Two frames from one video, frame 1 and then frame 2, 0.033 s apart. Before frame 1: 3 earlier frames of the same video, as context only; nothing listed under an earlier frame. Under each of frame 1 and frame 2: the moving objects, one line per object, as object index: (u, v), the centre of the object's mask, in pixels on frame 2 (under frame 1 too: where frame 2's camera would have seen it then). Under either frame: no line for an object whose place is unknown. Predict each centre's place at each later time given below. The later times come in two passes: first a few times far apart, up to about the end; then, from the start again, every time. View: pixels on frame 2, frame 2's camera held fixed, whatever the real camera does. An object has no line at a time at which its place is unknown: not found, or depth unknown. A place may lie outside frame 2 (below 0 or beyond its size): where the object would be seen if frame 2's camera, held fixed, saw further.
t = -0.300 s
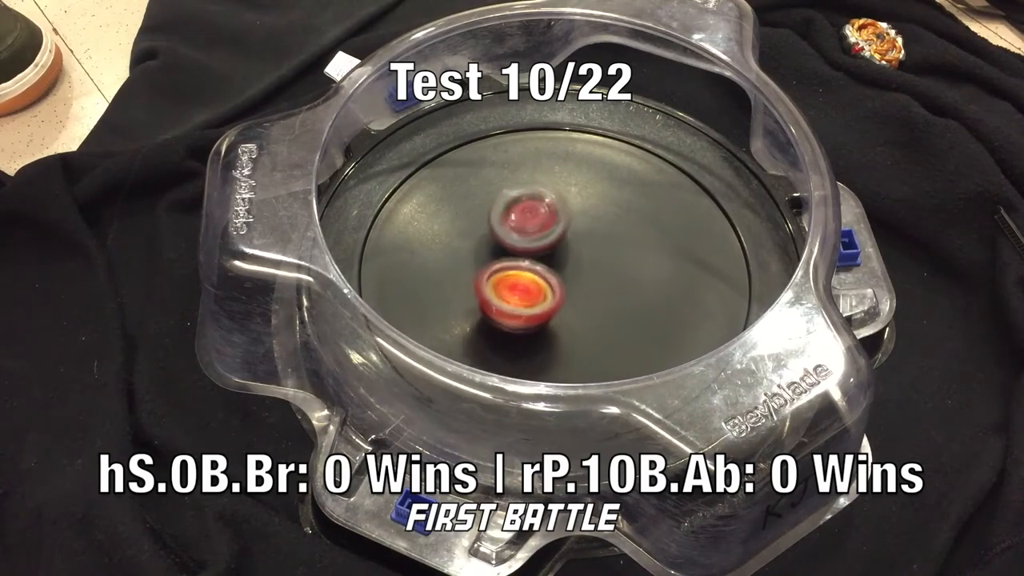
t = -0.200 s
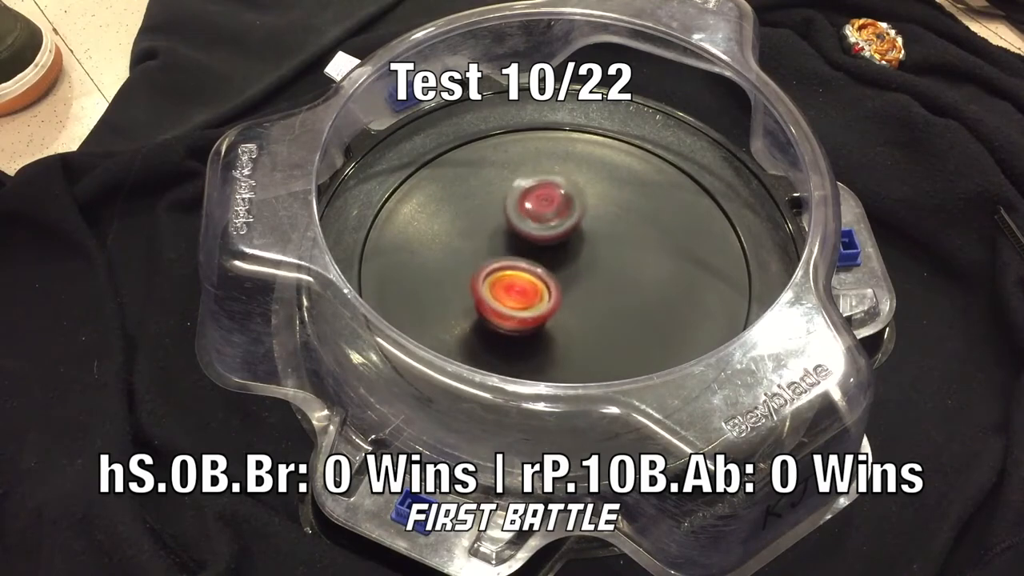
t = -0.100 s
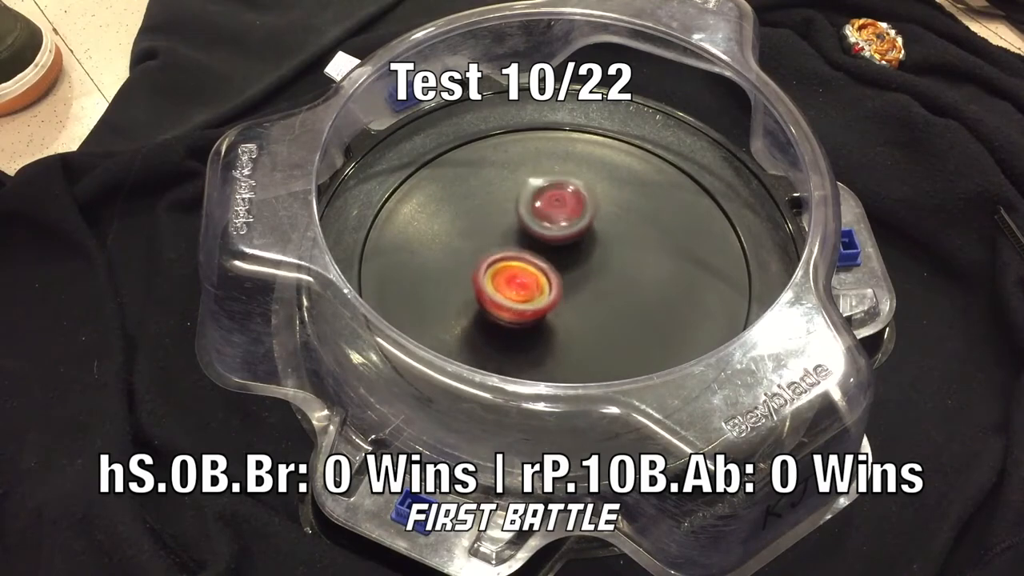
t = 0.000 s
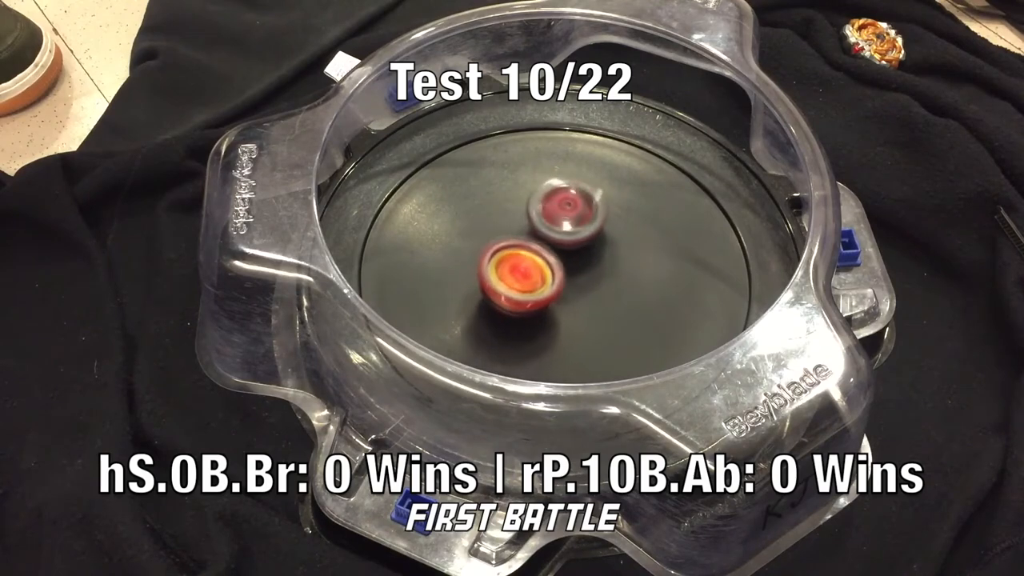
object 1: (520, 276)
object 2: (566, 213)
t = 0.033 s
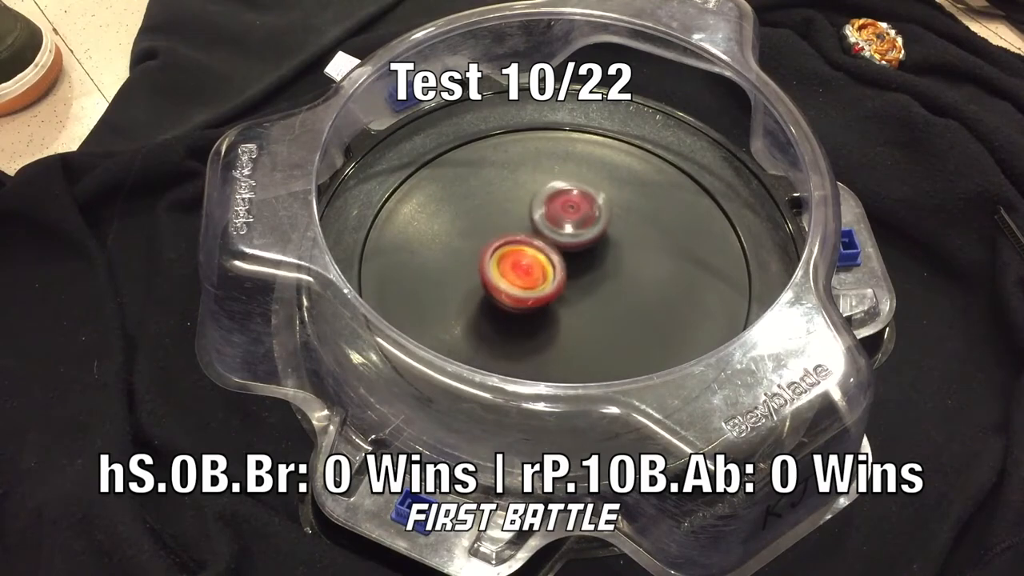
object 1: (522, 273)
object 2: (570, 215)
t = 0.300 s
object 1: (523, 269)
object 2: (595, 227)
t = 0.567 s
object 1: (525, 271)
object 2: (613, 242)
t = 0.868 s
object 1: (518, 271)
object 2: (613, 262)
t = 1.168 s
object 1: (505, 264)
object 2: (604, 281)
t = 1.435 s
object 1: (505, 250)
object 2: (603, 290)
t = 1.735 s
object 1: (522, 236)
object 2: (586, 297)
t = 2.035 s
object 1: (538, 236)
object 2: (572, 305)
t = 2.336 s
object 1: (549, 237)
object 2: (551, 315)
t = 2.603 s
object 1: (557, 238)
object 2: (529, 313)
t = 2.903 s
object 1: (558, 238)
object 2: (521, 305)
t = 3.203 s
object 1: (563, 235)
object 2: (527, 305)
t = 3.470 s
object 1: (566, 235)
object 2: (534, 303)
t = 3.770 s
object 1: (570, 232)
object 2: (543, 308)
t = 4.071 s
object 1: (567, 233)
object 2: (546, 304)
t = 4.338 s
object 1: (586, 195)
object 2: (514, 333)
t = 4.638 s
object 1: (573, 241)
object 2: (514, 317)
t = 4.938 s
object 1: (592, 262)
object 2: (499, 295)
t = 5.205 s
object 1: (579, 264)
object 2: (489, 279)
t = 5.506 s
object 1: (584, 257)
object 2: (484, 264)
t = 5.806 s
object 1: (584, 257)
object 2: (493, 258)
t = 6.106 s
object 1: (587, 264)
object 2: (496, 253)
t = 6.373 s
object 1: (586, 268)
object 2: (498, 247)
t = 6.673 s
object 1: (584, 268)
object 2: (497, 244)
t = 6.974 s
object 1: (578, 273)
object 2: (496, 242)
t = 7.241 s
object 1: (578, 277)
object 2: (501, 239)
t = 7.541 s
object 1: (572, 281)
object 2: (504, 233)
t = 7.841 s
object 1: (572, 285)
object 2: (506, 231)
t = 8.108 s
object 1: (571, 288)
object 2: (517, 231)
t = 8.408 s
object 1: (570, 295)
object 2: (516, 227)
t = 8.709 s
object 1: (567, 290)
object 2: (523, 230)
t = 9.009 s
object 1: (562, 295)
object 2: (536, 225)
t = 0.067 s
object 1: (521, 270)
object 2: (574, 215)
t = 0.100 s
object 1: (520, 271)
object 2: (577, 216)
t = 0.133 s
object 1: (520, 270)
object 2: (580, 218)
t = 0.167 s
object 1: (522, 269)
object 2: (581, 220)
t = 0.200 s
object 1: (522, 270)
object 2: (585, 221)
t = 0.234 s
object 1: (523, 269)
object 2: (588, 223)
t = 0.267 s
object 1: (523, 269)
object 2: (591, 225)
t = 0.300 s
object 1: (523, 269)
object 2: (595, 227)
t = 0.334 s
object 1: (525, 269)
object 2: (597, 228)
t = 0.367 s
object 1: (527, 269)
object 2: (599, 230)
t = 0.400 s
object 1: (527, 269)
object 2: (602, 232)
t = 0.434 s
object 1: (529, 269)
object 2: (604, 234)
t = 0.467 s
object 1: (529, 269)
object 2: (607, 236)
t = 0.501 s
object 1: (526, 270)
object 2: (610, 237)
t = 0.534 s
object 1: (525, 271)
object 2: (612, 239)
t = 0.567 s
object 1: (525, 271)
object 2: (613, 242)
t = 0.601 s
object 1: (526, 271)
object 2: (613, 244)
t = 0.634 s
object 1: (528, 272)
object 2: (612, 247)
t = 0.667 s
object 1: (528, 272)
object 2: (613, 249)
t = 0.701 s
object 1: (527, 272)
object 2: (613, 251)
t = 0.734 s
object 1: (526, 272)
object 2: (612, 254)
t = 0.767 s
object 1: (525, 272)
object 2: (612, 256)
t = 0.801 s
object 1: (523, 272)
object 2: (612, 259)
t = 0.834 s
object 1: (522, 272)
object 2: (611, 261)
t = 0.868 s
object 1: (518, 271)
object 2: (613, 262)
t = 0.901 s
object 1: (515, 271)
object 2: (612, 265)
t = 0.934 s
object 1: (514, 272)
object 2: (612, 267)
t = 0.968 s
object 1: (515, 272)
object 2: (610, 269)
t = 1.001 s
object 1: (515, 271)
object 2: (608, 271)
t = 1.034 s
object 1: (515, 270)
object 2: (605, 273)
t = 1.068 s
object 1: (514, 269)
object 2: (603, 274)
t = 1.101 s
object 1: (512, 268)
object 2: (602, 276)
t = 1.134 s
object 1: (511, 267)
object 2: (600, 277)
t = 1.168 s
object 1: (505, 264)
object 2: (604, 281)
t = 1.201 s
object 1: (499, 260)
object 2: (609, 283)
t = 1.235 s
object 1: (496, 257)
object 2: (611, 286)
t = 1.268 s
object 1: (495, 255)
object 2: (612, 287)
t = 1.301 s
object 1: (496, 254)
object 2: (611, 288)
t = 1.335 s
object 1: (497, 252)
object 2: (609, 289)
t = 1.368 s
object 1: (499, 252)
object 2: (607, 289)
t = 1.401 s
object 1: (502, 251)
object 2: (605, 290)
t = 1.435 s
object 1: (505, 250)
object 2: (603, 290)
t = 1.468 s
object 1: (509, 250)
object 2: (599, 290)
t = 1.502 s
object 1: (512, 249)
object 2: (595, 290)
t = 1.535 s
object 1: (515, 248)
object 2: (591, 289)
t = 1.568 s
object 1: (516, 245)
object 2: (590, 289)
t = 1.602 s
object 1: (518, 244)
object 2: (588, 290)
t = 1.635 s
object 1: (520, 242)
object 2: (587, 291)
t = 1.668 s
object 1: (522, 240)
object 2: (586, 293)
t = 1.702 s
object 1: (521, 237)
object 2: (587, 295)
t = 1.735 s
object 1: (522, 236)
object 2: (586, 297)
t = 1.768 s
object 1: (524, 236)
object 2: (585, 297)
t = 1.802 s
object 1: (526, 237)
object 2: (583, 298)
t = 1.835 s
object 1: (530, 237)
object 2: (580, 298)
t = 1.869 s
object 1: (530, 234)
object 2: (580, 301)
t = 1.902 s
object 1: (530, 233)
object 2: (580, 303)
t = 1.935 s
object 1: (531, 234)
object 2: (578, 304)
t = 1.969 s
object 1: (533, 236)
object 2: (576, 304)
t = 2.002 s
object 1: (536, 237)
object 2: (574, 304)
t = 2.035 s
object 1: (538, 236)
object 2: (572, 305)
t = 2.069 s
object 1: (539, 236)
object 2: (570, 305)
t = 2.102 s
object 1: (541, 235)
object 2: (568, 307)
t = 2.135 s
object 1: (543, 235)
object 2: (566, 309)
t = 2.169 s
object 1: (544, 235)
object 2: (563, 309)
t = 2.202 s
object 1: (545, 235)
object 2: (561, 309)
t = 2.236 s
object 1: (545, 236)
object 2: (560, 310)
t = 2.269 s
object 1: (547, 235)
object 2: (557, 313)
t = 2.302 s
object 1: (548, 235)
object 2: (554, 315)
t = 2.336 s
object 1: (549, 237)
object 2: (551, 315)
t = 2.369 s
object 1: (549, 238)
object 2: (548, 314)
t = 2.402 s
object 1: (550, 241)
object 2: (545, 313)
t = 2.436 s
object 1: (552, 240)
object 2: (543, 314)
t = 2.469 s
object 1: (554, 239)
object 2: (540, 314)
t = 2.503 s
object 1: (555, 239)
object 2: (536, 313)
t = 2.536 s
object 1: (554, 240)
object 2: (534, 312)
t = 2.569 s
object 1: (555, 240)
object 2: (532, 311)
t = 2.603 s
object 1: (557, 238)
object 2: (529, 313)
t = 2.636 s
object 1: (558, 237)
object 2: (526, 312)
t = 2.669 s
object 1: (557, 238)
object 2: (524, 311)
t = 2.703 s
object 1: (556, 239)
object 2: (523, 309)
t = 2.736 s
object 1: (556, 240)
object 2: (522, 307)
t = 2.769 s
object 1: (558, 238)
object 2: (521, 309)
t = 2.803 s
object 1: (559, 237)
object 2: (521, 308)
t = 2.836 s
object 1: (559, 237)
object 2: (521, 307)
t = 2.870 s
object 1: (558, 238)
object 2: (521, 307)
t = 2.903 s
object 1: (558, 238)
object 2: (521, 305)
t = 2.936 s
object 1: (558, 237)
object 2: (521, 306)
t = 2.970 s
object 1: (559, 237)
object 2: (522, 306)
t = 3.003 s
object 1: (558, 238)
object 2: (522, 305)
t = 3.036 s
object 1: (559, 237)
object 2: (524, 304)
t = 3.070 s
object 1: (559, 237)
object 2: (524, 304)
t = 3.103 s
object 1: (560, 236)
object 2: (525, 304)
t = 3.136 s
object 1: (563, 235)
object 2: (525, 305)
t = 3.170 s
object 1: (563, 235)
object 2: (526, 305)
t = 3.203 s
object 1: (563, 235)
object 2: (527, 305)
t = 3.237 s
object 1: (563, 236)
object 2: (528, 304)
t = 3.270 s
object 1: (563, 236)
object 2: (529, 304)
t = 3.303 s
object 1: (566, 234)
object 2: (529, 306)
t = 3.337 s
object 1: (567, 232)
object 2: (530, 307)
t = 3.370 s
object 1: (567, 233)
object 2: (530, 306)
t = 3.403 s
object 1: (567, 233)
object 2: (531, 305)
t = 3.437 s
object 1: (567, 234)
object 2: (532, 304)
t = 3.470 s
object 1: (566, 235)
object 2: (534, 303)
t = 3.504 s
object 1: (569, 232)
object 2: (534, 306)
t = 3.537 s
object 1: (571, 229)
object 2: (534, 309)
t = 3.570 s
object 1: (571, 228)
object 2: (535, 311)
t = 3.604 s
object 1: (570, 229)
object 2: (537, 311)
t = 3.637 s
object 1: (570, 231)
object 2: (538, 311)
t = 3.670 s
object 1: (570, 233)
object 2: (539, 309)
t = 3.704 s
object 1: (568, 234)
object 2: (541, 307)
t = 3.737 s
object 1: (568, 235)
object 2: (543, 306)
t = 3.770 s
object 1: (570, 232)
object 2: (543, 308)
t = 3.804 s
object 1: (571, 230)
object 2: (543, 309)
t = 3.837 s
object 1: (571, 230)
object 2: (544, 309)
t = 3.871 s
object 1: (569, 231)
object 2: (543, 308)
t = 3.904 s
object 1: (568, 233)
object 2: (544, 307)
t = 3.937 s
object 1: (567, 234)
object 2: (544, 306)
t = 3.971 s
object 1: (567, 234)
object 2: (544, 305)
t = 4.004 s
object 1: (567, 234)
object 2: (545, 304)
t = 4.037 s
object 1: (567, 233)
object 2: (545, 304)
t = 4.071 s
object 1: (567, 233)
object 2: (546, 304)
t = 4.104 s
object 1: (567, 232)
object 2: (545, 305)
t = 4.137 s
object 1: (567, 232)
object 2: (545, 304)
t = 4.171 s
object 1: (567, 232)
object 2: (545, 303)
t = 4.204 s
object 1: (572, 224)
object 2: (540, 311)
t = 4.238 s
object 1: (579, 211)
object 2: (531, 321)
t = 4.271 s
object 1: (582, 202)
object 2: (524, 327)
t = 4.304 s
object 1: (585, 199)
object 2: (520, 331)
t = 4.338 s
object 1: (586, 195)
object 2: (514, 333)
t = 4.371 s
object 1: (586, 196)
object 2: (512, 332)
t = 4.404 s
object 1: (586, 198)
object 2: (511, 332)
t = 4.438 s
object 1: (585, 200)
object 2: (511, 330)
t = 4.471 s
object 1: (583, 207)
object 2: (509, 329)
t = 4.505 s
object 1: (582, 213)
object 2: (509, 328)
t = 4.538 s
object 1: (580, 219)
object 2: (508, 327)
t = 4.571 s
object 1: (577, 228)
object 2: (510, 325)
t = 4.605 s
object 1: (576, 234)
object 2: (511, 321)
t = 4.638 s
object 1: (573, 241)
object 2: (514, 317)
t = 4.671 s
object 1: (573, 250)
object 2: (516, 312)
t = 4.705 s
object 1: (575, 254)
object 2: (517, 308)
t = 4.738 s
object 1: (581, 255)
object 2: (512, 308)
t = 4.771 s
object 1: (583, 258)
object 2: (511, 306)
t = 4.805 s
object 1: (584, 260)
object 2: (511, 303)
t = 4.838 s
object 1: (585, 261)
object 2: (509, 301)
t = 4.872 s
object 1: (586, 262)
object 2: (509, 299)
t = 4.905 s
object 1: (588, 263)
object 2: (506, 296)
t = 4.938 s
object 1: (592, 262)
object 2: (499, 295)
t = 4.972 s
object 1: (593, 262)
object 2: (496, 293)
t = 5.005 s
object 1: (593, 262)
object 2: (493, 290)
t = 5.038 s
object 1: (592, 262)
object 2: (492, 288)
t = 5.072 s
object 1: (588, 263)
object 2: (491, 286)
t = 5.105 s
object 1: (586, 263)
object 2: (491, 285)
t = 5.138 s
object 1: (582, 265)
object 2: (491, 283)
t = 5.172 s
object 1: (579, 265)
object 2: (491, 281)
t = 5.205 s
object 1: (579, 264)
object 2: (489, 279)
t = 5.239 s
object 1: (579, 264)
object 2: (488, 277)
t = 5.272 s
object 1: (578, 264)
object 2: (487, 275)
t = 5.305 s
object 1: (576, 263)
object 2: (488, 273)
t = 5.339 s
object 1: (577, 262)
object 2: (487, 271)
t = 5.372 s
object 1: (578, 261)
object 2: (487, 270)
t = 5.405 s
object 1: (577, 260)
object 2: (488, 268)
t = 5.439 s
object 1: (577, 259)
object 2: (488, 267)
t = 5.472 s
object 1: (580, 258)
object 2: (486, 265)
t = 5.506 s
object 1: (584, 257)
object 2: (484, 264)
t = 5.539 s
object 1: (586, 257)
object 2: (483, 264)
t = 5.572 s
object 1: (588, 256)
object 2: (483, 263)
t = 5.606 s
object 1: (587, 256)
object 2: (484, 262)
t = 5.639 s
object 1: (586, 256)
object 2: (485, 261)
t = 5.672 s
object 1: (584, 256)
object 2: (485, 260)
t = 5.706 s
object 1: (583, 257)
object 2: (488, 260)
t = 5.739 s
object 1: (581, 257)
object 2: (491, 259)
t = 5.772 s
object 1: (583, 257)
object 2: (491, 259)
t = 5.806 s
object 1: (584, 257)
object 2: (493, 258)
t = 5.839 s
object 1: (585, 258)
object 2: (493, 257)
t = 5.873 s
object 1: (587, 258)
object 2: (495, 257)
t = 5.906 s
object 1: (586, 259)
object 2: (497, 255)
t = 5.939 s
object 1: (589, 261)
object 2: (494, 255)
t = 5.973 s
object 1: (593, 261)
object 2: (492, 254)
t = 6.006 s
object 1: (592, 263)
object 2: (493, 254)
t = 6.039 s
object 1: (592, 263)
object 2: (494, 253)
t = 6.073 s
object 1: (589, 263)
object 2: (494, 253)
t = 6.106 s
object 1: (587, 264)
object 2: (496, 253)
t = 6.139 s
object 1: (588, 266)
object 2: (493, 251)
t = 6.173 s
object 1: (593, 267)
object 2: (489, 249)
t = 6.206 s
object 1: (595, 269)
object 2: (489, 248)
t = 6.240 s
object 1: (595, 270)
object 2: (490, 247)
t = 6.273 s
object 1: (594, 269)
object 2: (492, 247)
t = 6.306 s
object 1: (591, 269)
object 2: (492, 246)
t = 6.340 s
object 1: (589, 269)
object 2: (496, 247)
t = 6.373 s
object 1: (586, 268)
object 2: (498, 247)
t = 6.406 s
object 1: (586, 268)
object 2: (497, 247)
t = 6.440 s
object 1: (587, 268)
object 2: (497, 246)
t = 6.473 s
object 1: (584, 268)
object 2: (497, 246)
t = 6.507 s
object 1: (588, 268)
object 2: (495, 245)
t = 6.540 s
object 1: (588, 269)
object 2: (495, 244)
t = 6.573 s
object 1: (589, 269)
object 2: (496, 244)
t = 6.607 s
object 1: (587, 269)
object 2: (496, 244)
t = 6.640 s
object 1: (585, 268)
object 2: (497, 244)
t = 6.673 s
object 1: (584, 268)
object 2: (497, 244)
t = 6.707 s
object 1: (586, 270)
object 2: (493, 242)
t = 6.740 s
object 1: (588, 271)
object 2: (491, 241)
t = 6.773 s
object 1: (588, 271)
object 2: (492, 241)
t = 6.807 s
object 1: (586, 271)
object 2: (492, 242)
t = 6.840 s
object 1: (584, 271)
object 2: (493, 241)
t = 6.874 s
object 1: (582, 271)
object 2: (494, 241)
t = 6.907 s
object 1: (579, 271)
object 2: (496, 241)
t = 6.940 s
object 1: (578, 271)
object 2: (495, 241)
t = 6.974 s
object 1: (578, 273)
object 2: (496, 242)
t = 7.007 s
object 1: (578, 274)
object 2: (497, 242)
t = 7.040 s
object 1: (578, 275)
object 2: (497, 242)
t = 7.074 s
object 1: (577, 275)
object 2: (498, 241)
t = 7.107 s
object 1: (577, 275)
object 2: (499, 241)
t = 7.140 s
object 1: (578, 276)
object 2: (498, 240)
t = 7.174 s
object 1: (580, 277)
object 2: (498, 240)
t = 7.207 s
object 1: (579, 278)
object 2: (499, 240)
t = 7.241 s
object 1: (578, 277)
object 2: (501, 239)
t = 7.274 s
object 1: (576, 277)
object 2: (501, 238)
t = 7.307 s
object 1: (576, 278)
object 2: (501, 236)
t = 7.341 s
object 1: (576, 278)
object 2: (501, 236)
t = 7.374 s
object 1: (576, 279)
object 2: (501, 236)
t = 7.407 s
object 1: (576, 280)
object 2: (503, 236)
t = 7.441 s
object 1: (574, 280)
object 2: (504, 234)
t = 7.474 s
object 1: (574, 281)
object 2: (504, 233)
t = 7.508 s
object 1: (573, 281)
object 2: (504, 233)
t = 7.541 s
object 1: (572, 281)
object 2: (504, 233)
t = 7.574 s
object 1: (572, 281)
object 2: (504, 233)
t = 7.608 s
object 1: (573, 283)
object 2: (503, 233)
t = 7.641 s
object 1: (573, 284)
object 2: (505, 234)
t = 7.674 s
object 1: (573, 284)
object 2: (507, 233)
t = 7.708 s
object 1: (571, 283)
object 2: (508, 233)
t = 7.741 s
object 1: (571, 283)
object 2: (507, 231)
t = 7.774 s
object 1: (571, 282)
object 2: (507, 231)
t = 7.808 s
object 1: (571, 283)
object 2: (507, 231)
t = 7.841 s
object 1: (572, 285)
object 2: (506, 231)
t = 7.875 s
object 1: (572, 286)
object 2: (507, 232)
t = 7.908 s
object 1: (571, 286)
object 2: (511, 232)
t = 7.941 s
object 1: (571, 285)
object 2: (512, 231)
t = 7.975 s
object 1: (571, 286)
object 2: (511, 231)
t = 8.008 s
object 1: (573, 288)
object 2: (511, 231)
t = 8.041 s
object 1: (573, 289)
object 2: (512, 232)
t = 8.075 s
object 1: (573, 289)
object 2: (516, 231)
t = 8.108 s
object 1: (571, 288)
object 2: (517, 231)
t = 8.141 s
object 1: (572, 289)
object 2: (516, 229)
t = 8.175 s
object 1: (573, 291)
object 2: (515, 229)
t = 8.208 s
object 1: (571, 291)
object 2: (516, 232)
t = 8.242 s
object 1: (570, 291)
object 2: (519, 231)
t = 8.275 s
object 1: (570, 291)
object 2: (520, 230)
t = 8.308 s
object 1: (569, 291)
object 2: (518, 230)
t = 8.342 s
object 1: (567, 291)
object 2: (518, 230)
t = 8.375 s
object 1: (569, 293)
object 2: (515, 228)
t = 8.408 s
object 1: (570, 295)
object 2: (516, 227)
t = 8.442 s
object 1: (568, 295)
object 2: (516, 228)
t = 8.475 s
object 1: (567, 294)
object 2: (518, 227)
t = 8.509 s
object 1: (567, 292)
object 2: (520, 226)
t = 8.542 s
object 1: (567, 291)
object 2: (521, 226)
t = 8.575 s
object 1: (567, 290)
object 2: (521, 226)
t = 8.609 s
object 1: (567, 287)
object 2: (521, 228)
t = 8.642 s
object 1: (566, 289)
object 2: (521, 227)
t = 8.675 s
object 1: (566, 289)
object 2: (521, 229)
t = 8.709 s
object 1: (567, 290)
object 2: (523, 230)
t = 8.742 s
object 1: (567, 291)
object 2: (526, 227)
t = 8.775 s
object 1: (567, 292)
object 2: (528, 228)
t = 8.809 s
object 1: (564, 292)
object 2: (530, 228)
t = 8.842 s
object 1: (564, 293)
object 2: (532, 227)
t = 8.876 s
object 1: (563, 295)
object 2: (532, 227)
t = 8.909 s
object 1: (563, 295)
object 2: (534, 227)
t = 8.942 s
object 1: (562, 295)
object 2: (536, 227)
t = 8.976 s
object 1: (561, 295)
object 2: (537, 226)
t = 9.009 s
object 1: (562, 295)
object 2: (536, 225)
